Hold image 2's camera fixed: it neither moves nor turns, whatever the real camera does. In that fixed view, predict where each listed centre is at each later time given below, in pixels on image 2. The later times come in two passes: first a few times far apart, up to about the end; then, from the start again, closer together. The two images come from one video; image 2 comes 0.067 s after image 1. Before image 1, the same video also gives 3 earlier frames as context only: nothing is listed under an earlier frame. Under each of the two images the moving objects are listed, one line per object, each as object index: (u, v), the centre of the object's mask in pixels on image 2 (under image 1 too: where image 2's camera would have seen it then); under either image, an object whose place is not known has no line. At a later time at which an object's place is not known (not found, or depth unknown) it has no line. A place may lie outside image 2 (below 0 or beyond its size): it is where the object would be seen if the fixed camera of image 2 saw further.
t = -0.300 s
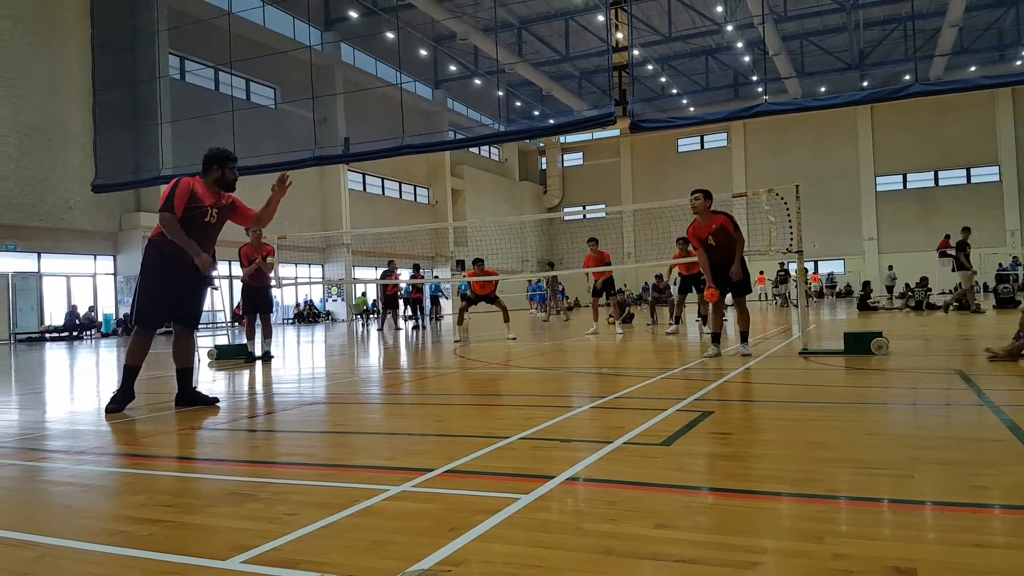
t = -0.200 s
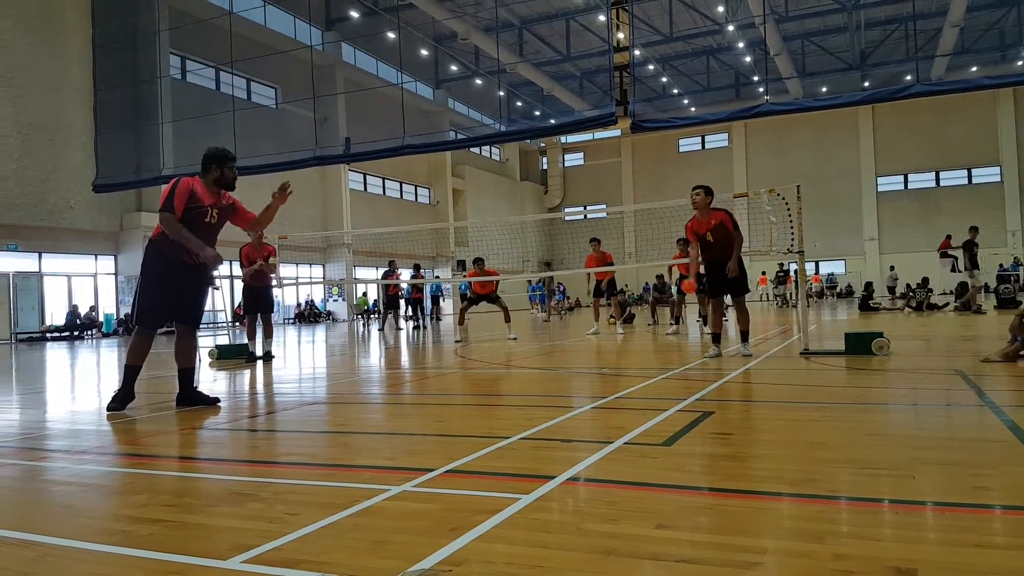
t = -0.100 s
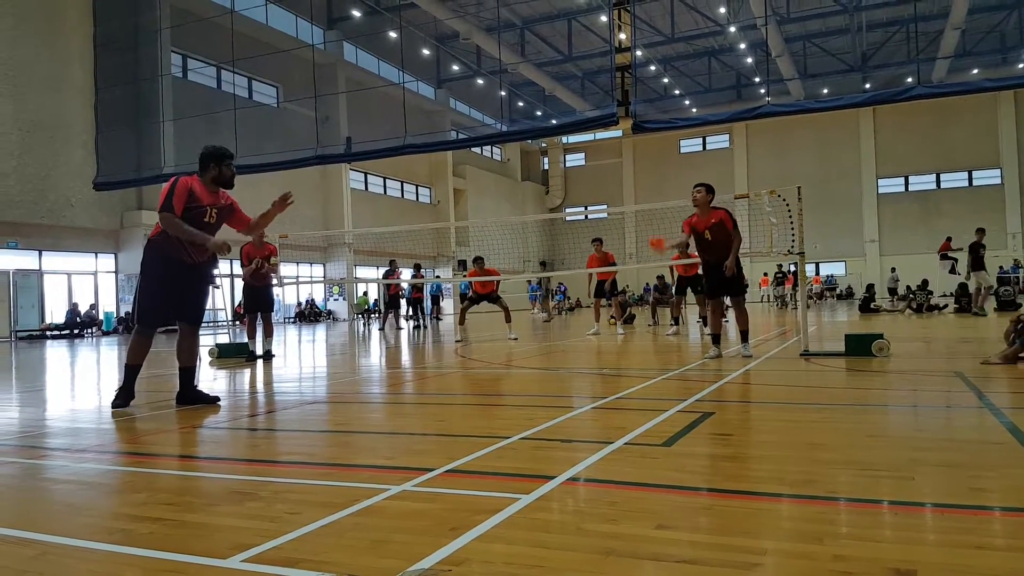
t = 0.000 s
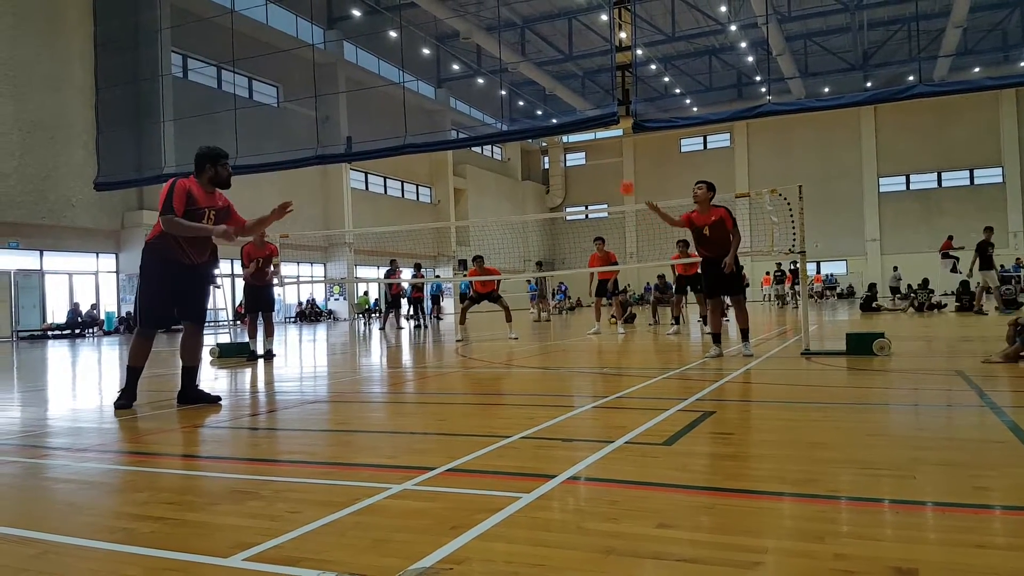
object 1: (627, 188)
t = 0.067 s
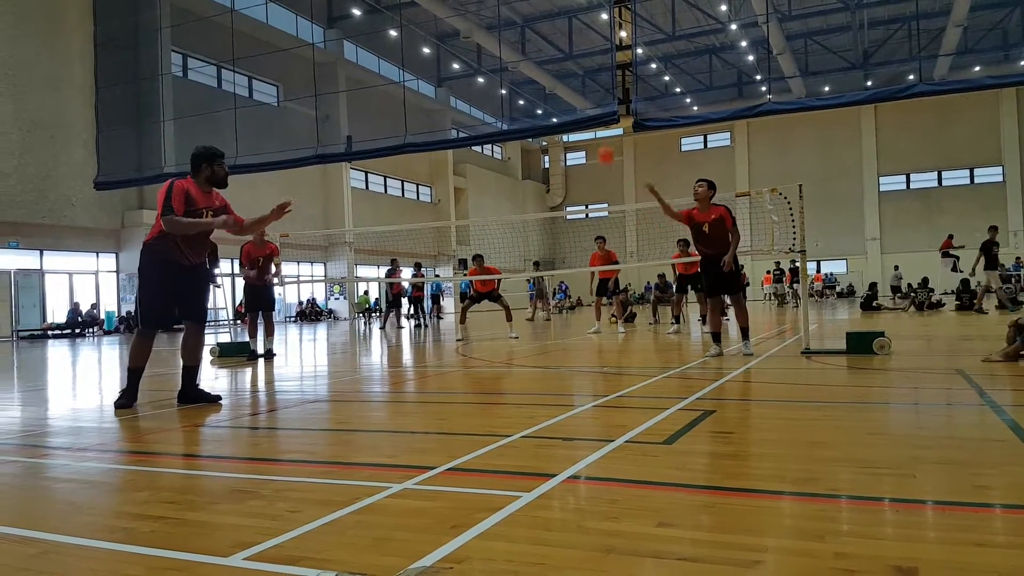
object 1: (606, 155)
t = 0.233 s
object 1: (550, 92)
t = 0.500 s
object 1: (449, 52)
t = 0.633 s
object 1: (391, 67)
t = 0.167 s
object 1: (572, 114)
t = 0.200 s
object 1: (561, 104)
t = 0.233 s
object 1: (550, 92)
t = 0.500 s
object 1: (449, 52)
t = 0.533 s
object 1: (436, 54)
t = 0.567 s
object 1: (420, 57)
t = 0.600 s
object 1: (406, 61)
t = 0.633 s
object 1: (391, 67)
